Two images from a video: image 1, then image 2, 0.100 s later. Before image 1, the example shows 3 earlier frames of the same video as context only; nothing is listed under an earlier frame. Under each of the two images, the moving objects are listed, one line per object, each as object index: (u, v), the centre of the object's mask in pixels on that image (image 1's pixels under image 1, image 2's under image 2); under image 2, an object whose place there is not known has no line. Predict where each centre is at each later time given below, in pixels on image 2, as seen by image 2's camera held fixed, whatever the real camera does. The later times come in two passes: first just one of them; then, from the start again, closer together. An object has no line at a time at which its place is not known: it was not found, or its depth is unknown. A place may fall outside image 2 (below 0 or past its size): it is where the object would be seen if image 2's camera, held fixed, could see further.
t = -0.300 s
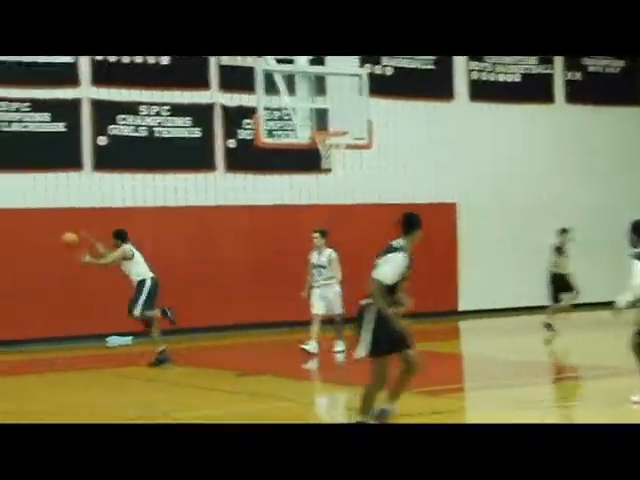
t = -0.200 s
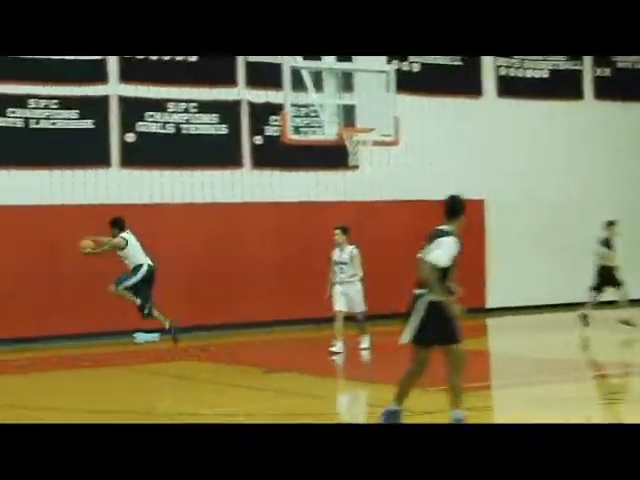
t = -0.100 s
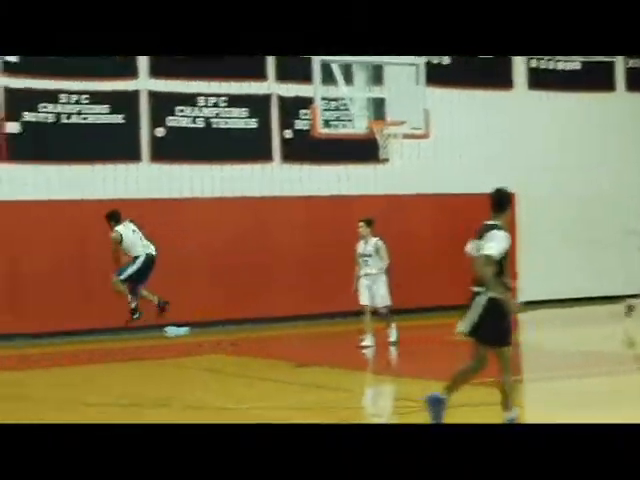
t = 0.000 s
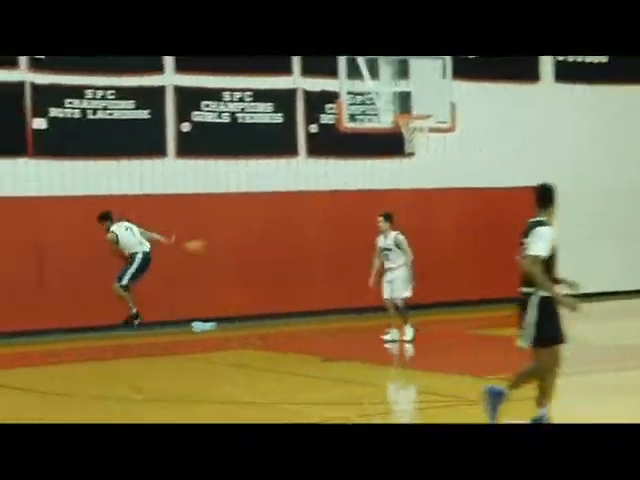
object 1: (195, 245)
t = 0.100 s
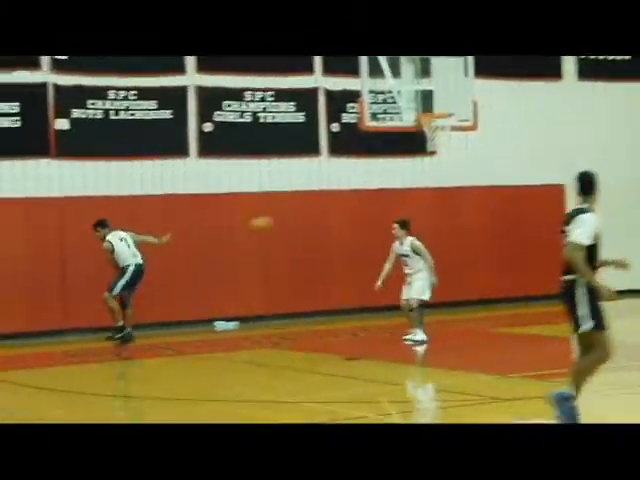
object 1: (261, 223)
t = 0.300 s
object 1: (359, 198)
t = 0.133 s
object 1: (276, 216)
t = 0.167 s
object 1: (292, 211)
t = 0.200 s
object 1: (308, 207)
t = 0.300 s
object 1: (359, 198)
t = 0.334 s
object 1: (377, 197)
